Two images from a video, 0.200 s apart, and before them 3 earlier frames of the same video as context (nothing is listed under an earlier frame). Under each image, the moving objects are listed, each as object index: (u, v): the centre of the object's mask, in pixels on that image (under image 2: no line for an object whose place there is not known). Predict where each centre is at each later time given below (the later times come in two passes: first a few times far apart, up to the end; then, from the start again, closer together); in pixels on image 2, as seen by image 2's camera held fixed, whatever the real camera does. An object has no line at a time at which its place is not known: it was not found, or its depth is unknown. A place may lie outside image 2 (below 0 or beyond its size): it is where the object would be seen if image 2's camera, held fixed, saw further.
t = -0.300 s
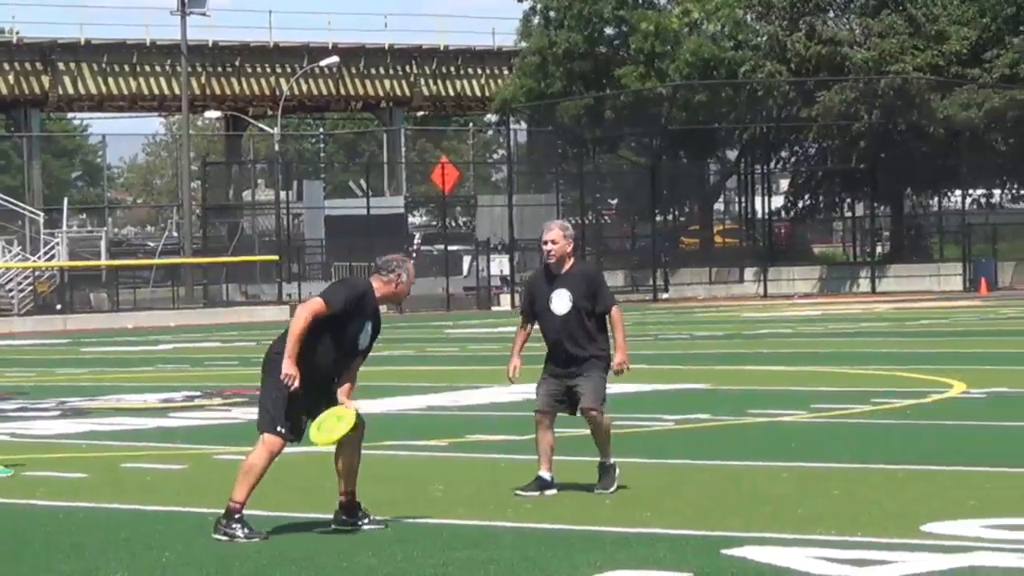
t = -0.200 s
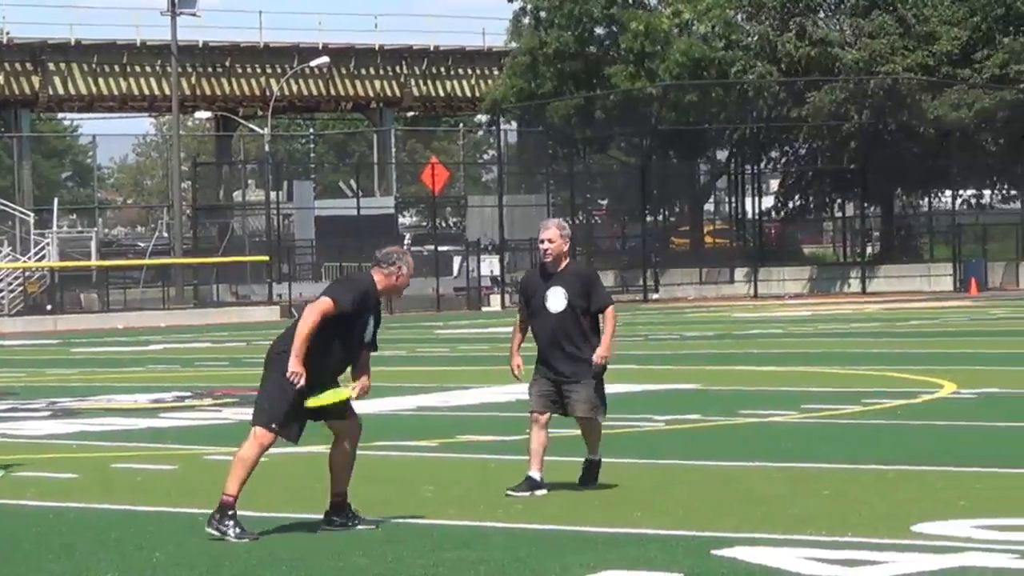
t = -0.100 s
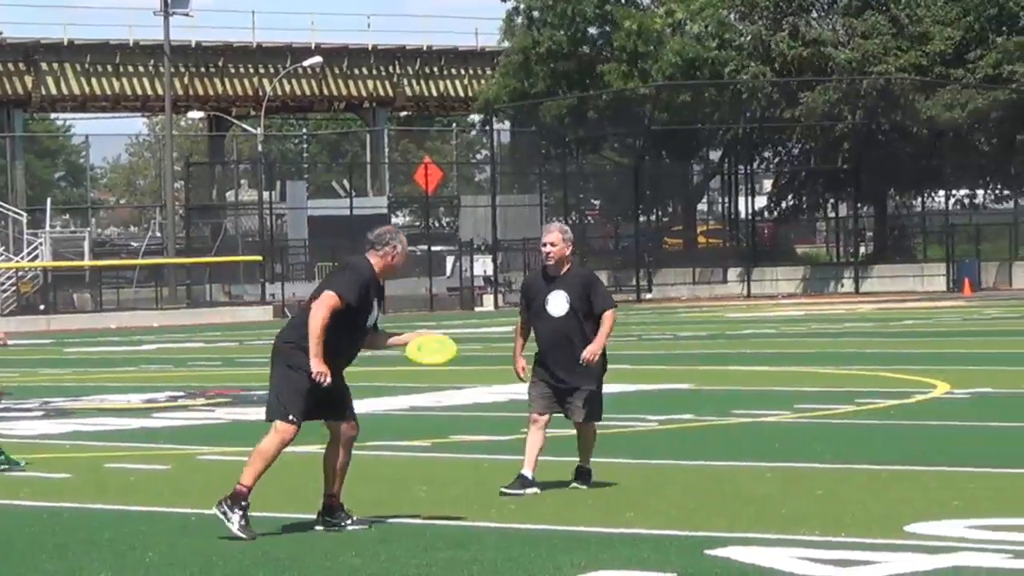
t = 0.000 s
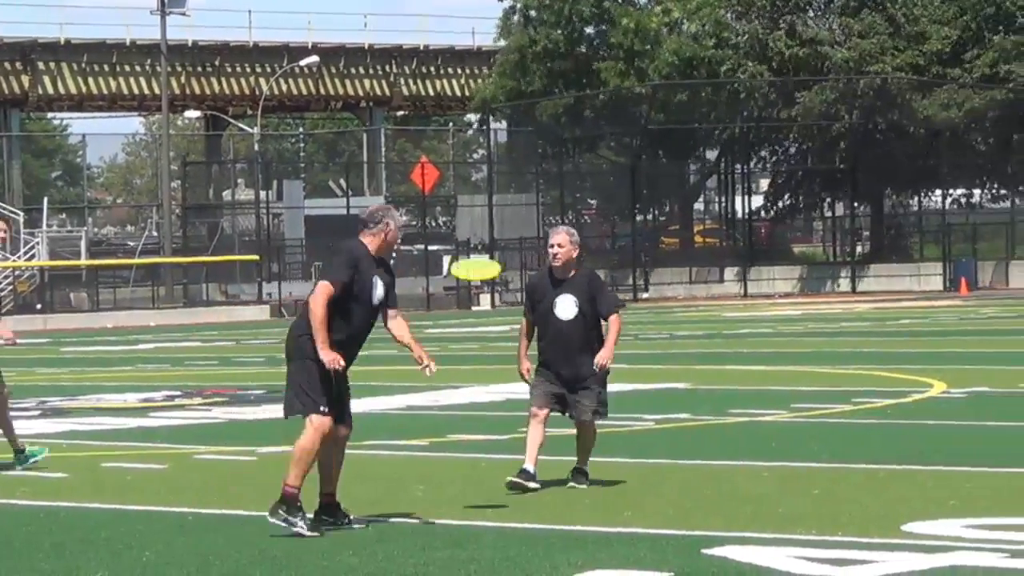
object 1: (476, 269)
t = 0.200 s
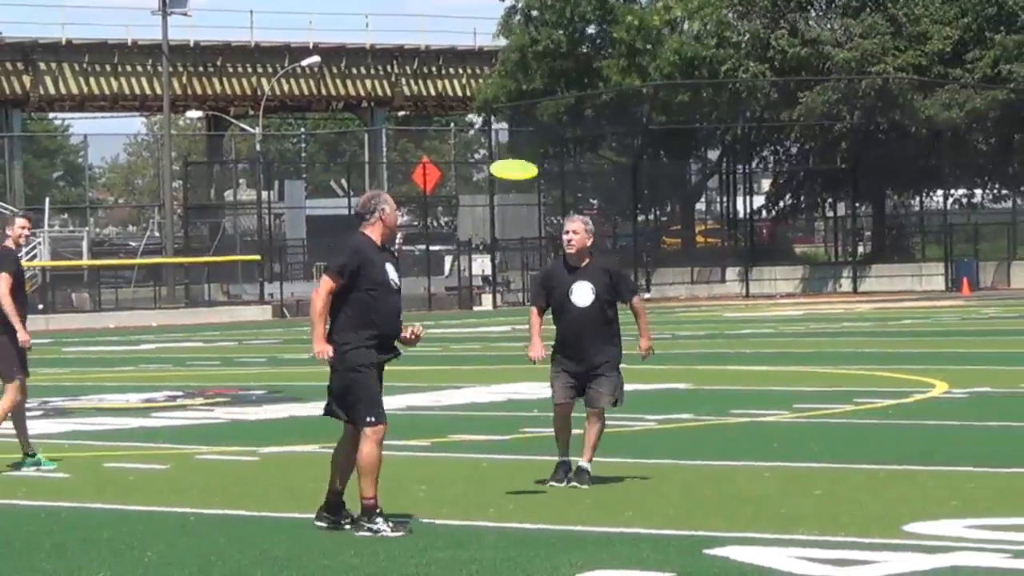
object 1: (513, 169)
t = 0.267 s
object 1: (526, 150)
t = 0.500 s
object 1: (568, 111)
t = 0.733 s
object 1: (611, 92)
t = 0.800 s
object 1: (623, 91)
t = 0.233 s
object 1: (520, 159)
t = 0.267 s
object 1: (526, 150)
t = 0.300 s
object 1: (532, 143)
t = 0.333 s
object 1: (538, 136)
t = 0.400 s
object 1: (550, 125)
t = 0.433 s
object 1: (556, 120)
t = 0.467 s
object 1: (561, 116)
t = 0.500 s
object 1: (568, 111)
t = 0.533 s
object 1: (573, 108)
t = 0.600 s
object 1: (585, 103)
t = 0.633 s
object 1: (592, 100)
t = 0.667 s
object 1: (598, 97)
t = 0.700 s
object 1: (605, 95)
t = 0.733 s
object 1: (611, 92)
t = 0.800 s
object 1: (623, 91)
